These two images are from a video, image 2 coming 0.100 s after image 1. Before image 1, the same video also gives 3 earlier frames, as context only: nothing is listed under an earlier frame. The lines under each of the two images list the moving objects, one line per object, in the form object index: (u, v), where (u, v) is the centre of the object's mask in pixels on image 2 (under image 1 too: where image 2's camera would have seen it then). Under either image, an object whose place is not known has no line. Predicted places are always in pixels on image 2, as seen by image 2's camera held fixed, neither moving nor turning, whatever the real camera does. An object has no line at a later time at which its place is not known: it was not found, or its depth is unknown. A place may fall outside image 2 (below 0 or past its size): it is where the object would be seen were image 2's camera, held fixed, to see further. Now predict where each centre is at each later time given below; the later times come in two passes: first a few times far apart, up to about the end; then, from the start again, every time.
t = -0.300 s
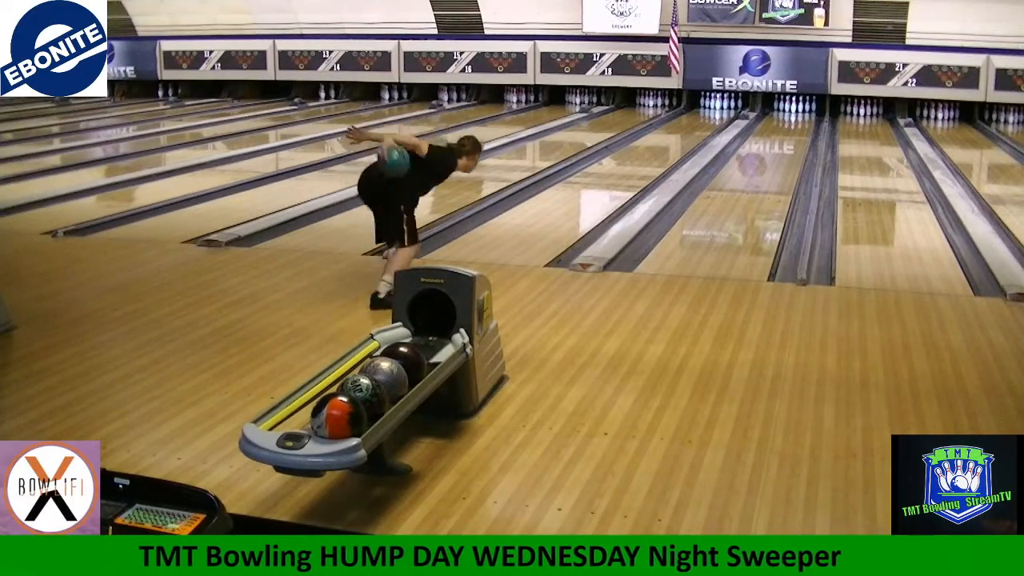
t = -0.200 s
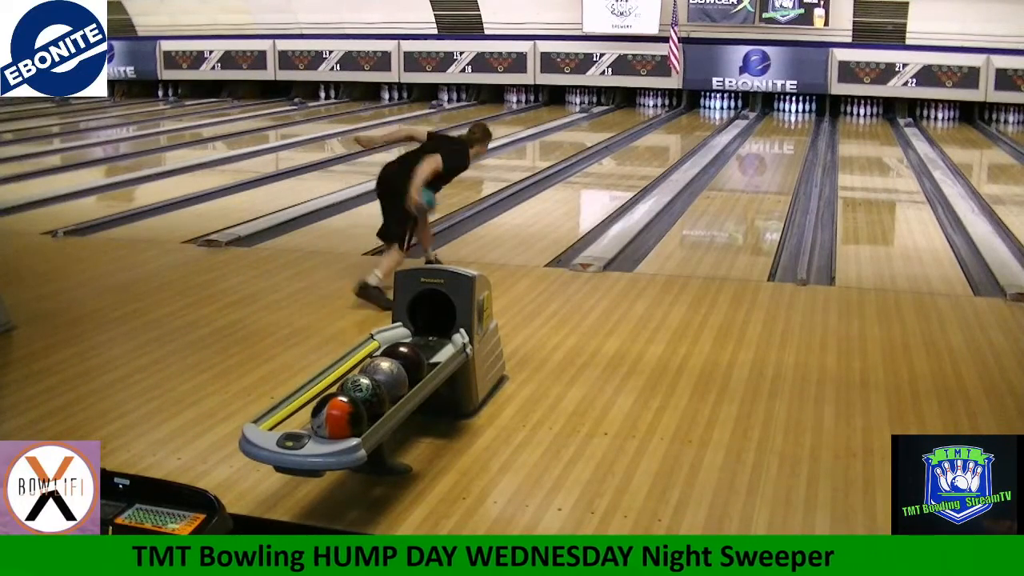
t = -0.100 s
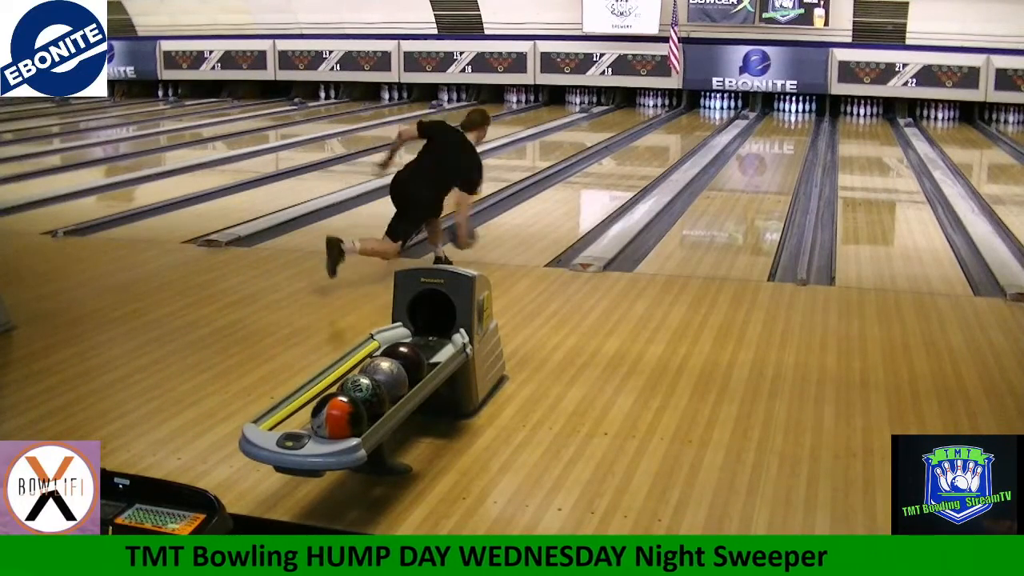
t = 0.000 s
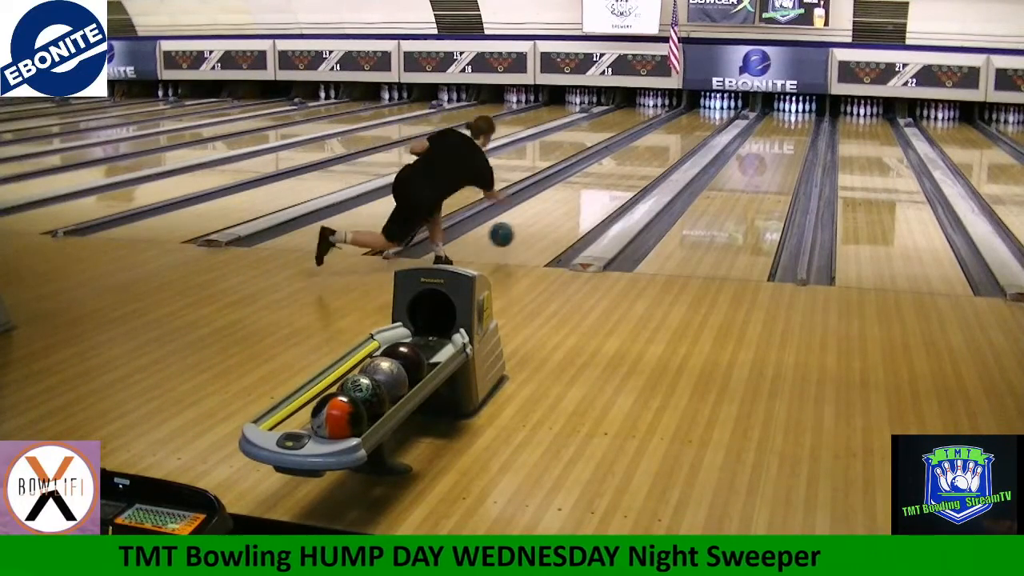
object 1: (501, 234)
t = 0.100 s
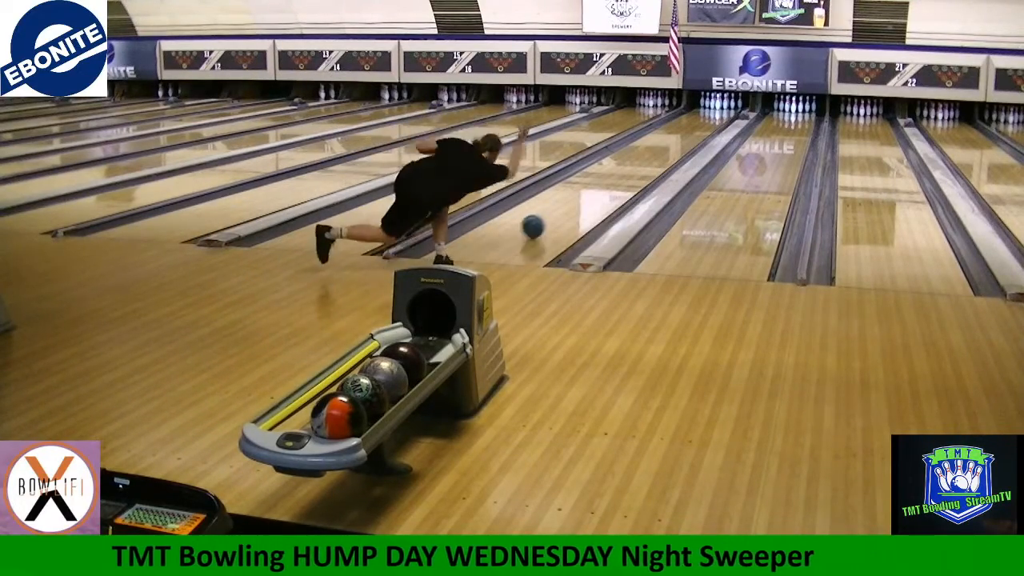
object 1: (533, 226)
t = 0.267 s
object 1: (575, 203)
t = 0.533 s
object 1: (624, 177)
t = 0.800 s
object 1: (660, 157)
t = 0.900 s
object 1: (670, 151)
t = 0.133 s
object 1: (542, 221)
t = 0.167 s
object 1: (551, 217)
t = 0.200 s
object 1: (559, 212)
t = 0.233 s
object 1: (567, 208)
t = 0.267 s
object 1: (575, 203)
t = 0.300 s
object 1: (582, 200)
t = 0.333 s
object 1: (589, 196)
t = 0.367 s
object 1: (595, 192)
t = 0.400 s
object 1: (602, 189)
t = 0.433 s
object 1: (608, 186)
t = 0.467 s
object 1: (614, 182)
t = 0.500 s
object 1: (619, 179)
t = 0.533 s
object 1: (624, 177)
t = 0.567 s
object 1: (630, 174)
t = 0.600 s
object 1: (634, 171)
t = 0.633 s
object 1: (639, 169)
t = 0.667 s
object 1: (644, 166)
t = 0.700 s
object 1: (648, 164)
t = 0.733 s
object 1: (652, 161)
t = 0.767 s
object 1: (656, 160)
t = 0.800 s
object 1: (660, 157)
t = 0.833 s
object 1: (663, 155)
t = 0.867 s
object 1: (667, 153)
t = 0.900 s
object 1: (670, 151)
